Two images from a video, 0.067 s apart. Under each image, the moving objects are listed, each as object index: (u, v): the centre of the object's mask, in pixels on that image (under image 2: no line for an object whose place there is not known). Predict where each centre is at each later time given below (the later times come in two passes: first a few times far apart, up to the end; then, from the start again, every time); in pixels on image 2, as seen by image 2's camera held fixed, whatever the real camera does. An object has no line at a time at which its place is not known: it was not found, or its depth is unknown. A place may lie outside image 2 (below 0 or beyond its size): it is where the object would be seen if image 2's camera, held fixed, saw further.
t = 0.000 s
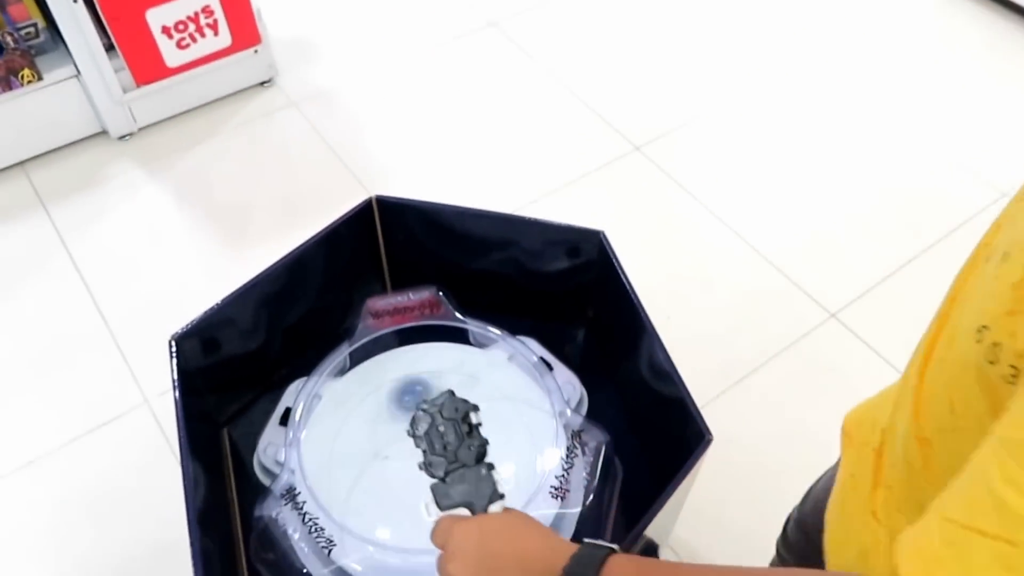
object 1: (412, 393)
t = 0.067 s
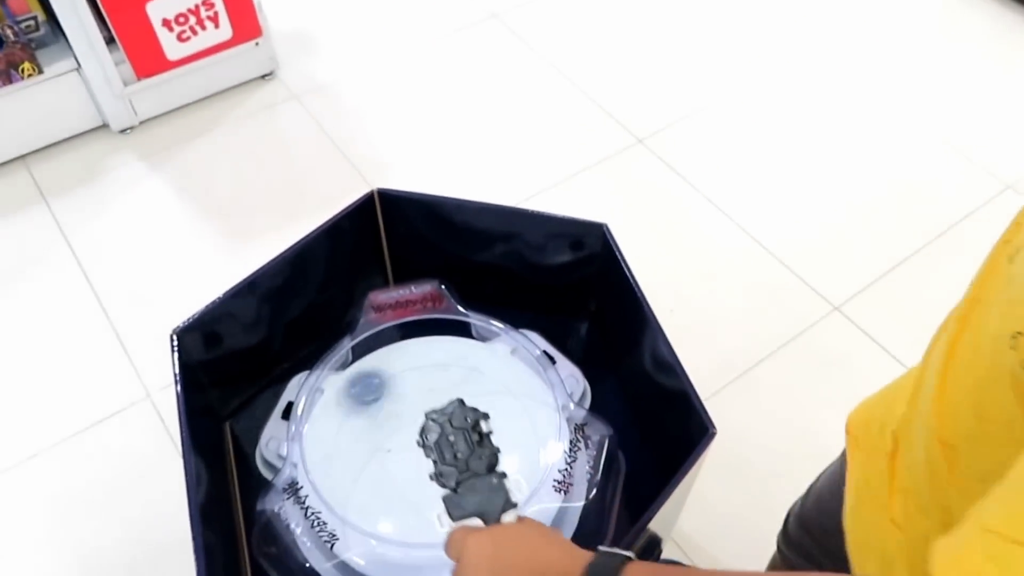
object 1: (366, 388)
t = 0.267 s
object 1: (329, 497)
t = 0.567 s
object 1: (527, 497)
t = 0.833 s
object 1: (467, 349)
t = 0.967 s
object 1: (372, 368)
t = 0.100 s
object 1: (348, 396)
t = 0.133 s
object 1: (333, 410)
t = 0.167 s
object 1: (321, 429)
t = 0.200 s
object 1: (318, 451)
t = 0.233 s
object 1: (322, 473)
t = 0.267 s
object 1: (329, 497)
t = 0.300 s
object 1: (342, 517)
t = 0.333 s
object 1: (359, 537)
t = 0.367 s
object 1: (384, 553)
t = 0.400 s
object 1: (413, 559)
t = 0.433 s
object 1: (444, 560)
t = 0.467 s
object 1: (470, 554)
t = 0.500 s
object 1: (497, 539)
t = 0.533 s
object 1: (516, 523)
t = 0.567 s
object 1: (527, 497)
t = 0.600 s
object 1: (535, 472)
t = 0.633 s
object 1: (542, 450)
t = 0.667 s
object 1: (543, 428)
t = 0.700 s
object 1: (537, 407)
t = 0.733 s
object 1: (526, 386)
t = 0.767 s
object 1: (510, 369)
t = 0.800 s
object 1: (491, 356)
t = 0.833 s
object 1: (467, 349)
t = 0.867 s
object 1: (442, 348)
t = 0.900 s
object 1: (418, 351)
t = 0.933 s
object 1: (396, 357)
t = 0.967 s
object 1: (372, 368)
